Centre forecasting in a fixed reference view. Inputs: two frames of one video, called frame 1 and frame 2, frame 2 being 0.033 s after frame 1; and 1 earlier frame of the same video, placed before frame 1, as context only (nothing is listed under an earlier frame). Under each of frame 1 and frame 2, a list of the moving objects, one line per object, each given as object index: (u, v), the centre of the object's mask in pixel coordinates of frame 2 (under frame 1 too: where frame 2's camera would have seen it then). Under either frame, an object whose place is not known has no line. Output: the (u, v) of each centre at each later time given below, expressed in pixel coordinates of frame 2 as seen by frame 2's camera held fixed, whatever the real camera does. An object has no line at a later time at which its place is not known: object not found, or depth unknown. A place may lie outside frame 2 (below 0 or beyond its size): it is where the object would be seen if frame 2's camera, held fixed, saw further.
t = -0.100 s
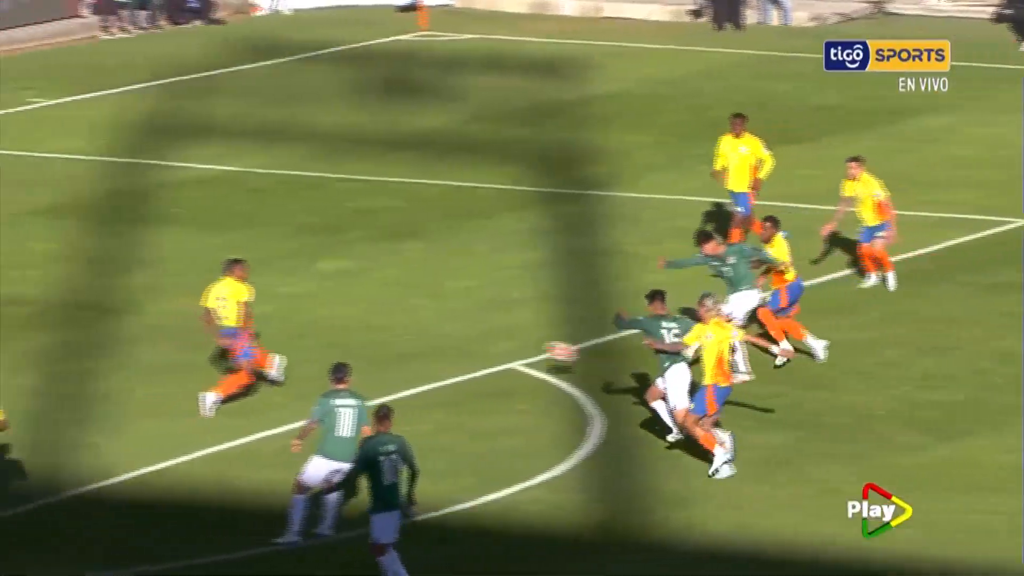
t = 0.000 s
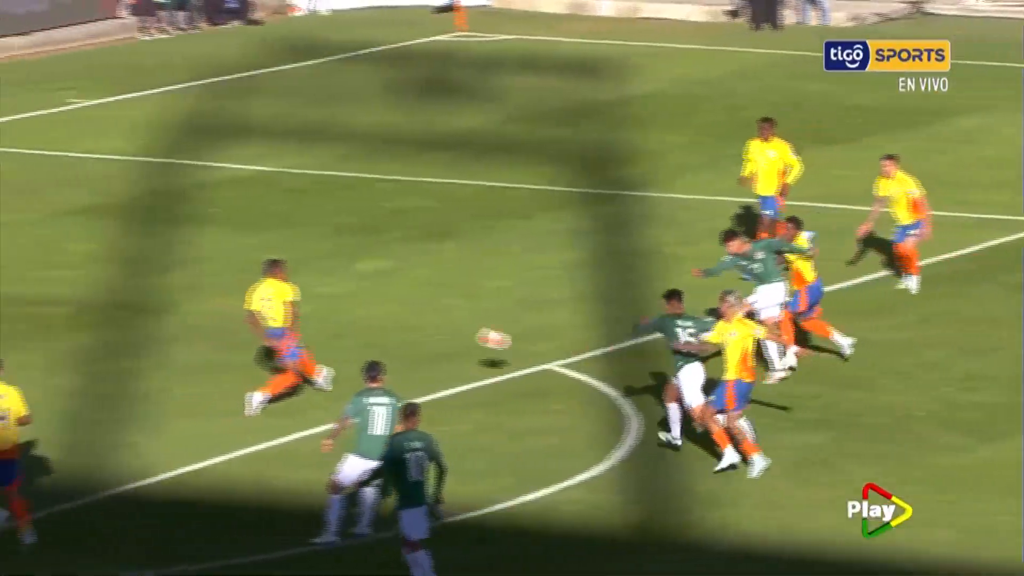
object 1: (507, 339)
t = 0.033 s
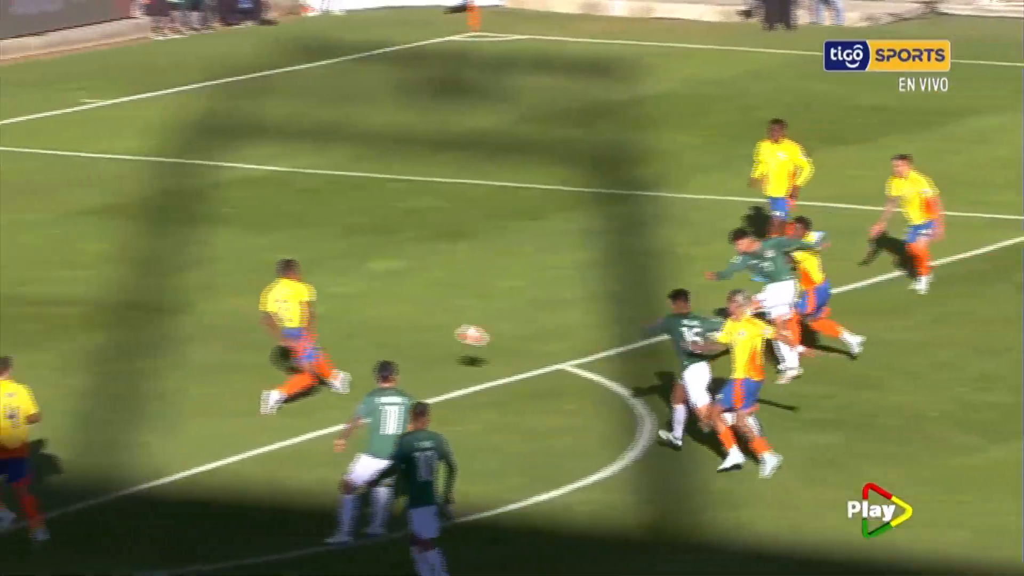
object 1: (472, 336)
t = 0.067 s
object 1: (436, 332)
